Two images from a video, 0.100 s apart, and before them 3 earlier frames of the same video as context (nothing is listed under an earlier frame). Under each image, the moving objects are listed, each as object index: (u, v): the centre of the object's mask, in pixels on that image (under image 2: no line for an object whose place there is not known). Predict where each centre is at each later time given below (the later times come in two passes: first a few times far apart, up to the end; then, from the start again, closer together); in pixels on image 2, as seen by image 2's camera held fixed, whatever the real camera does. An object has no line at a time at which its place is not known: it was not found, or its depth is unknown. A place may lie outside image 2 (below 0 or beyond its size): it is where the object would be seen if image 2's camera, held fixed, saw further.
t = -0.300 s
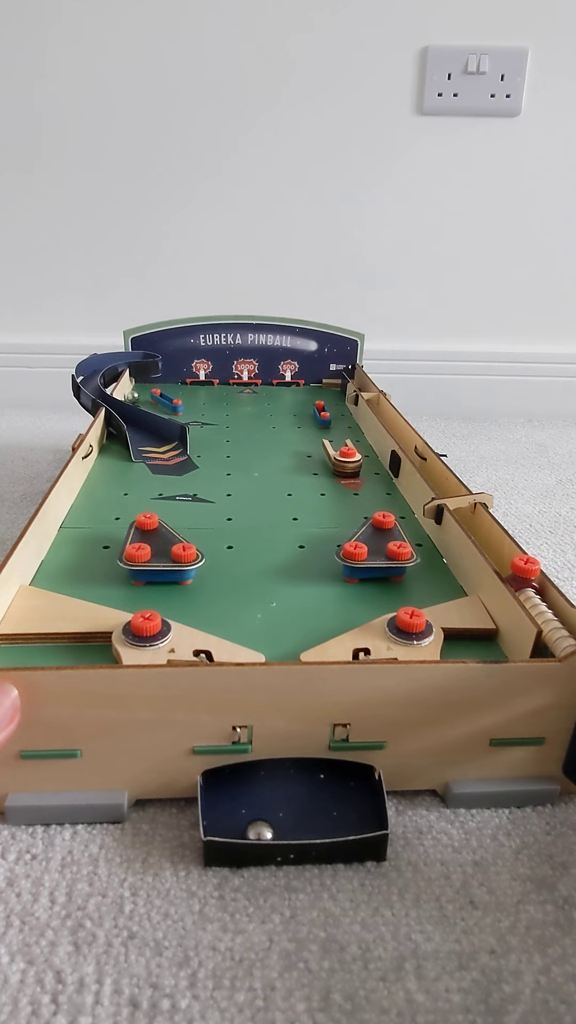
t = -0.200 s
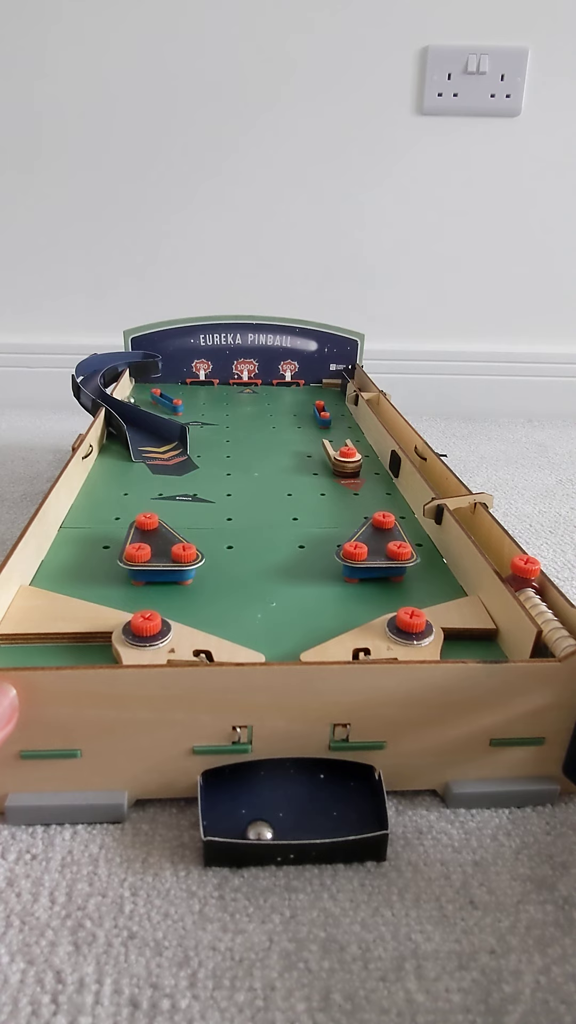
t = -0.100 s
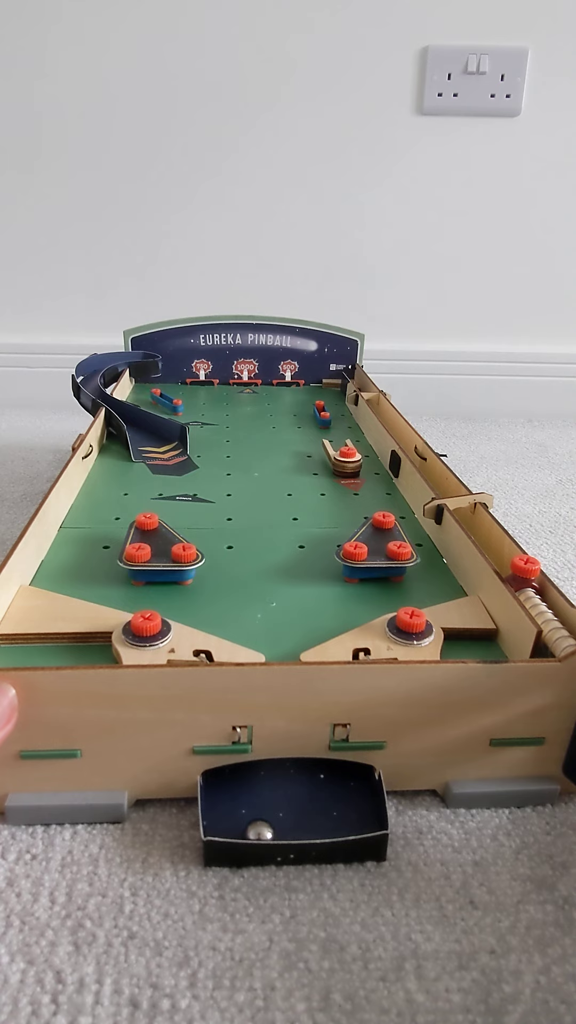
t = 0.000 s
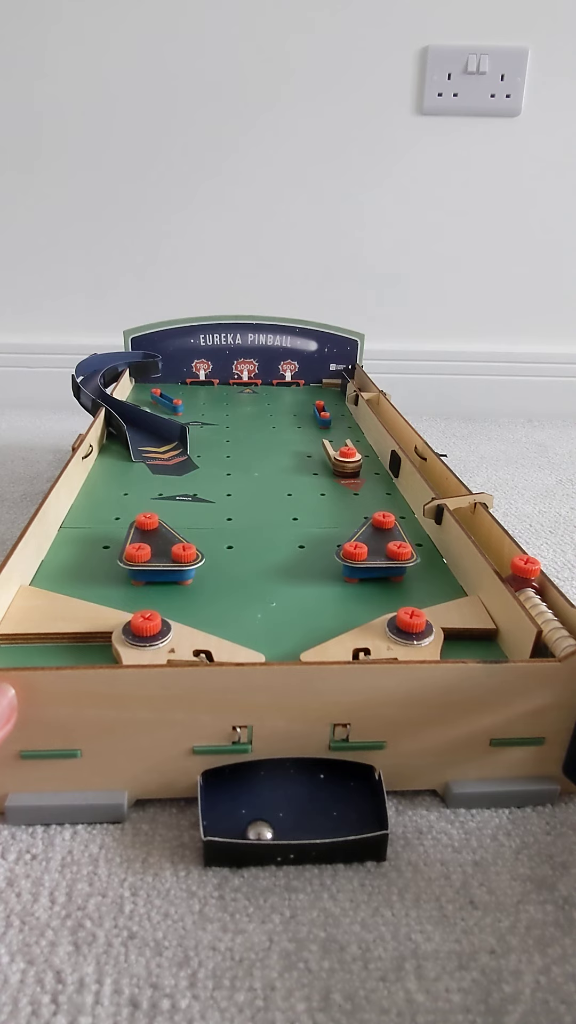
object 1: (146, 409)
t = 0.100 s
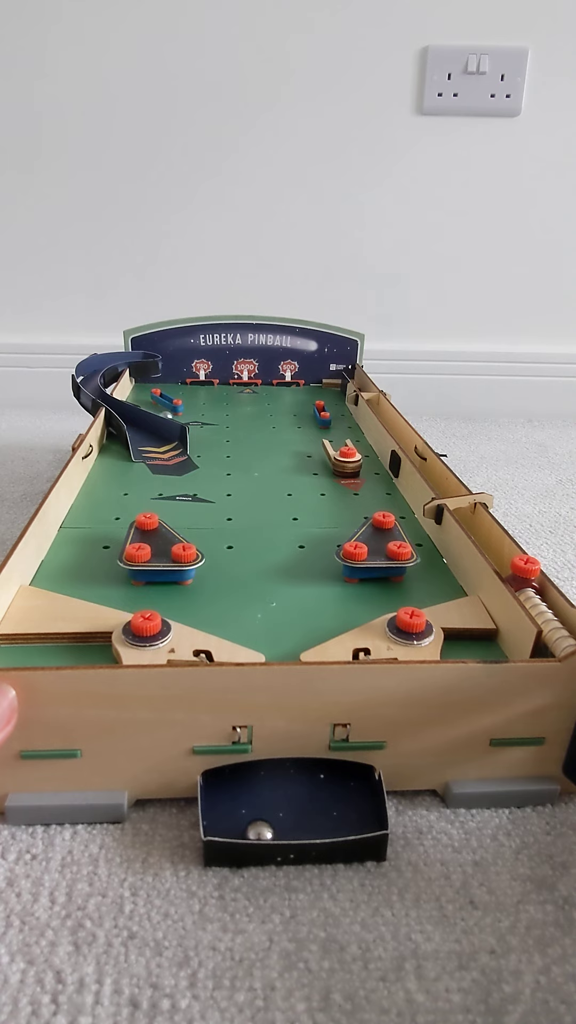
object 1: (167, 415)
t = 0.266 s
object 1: (203, 434)
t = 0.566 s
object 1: (288, 504)
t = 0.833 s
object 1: (204, 562)
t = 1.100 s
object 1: (268, 528)
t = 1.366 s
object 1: (336, 546)
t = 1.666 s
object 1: (230, 591)
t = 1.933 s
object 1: (192, 619)
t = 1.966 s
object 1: (194, 619)
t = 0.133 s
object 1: (174, 417)
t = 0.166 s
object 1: (181, 420)
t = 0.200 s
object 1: (191, 424)
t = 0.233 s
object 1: (196, 429)
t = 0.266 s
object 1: (203, 434)
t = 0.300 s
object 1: (212, 439)
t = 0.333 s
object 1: (220, 444)
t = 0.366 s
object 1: (228, 449)
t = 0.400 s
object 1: (237, 456)
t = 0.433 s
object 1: (246, 463)
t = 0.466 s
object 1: (256, 472)
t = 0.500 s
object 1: (265, 481)
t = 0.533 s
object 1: (276, 491)
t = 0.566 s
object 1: (288, 504)
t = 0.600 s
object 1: (301, 517)
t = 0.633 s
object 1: (316, 533)
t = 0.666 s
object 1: (330, 549)
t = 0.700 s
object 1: (322, 555)
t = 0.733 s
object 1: (287, 557)
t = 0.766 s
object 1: (255, 557)
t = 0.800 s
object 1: (224, 558)
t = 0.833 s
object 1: (204, 562)
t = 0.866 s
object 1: (210, 551)
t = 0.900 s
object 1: (219, 544)
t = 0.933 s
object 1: (227, 539)
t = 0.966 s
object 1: (235, 535)
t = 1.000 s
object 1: (244, 532)
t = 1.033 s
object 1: (252, 530)
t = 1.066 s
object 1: (260, 529)
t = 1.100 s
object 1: (268, 528)
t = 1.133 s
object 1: (276, 528)
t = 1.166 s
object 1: (285, 529)
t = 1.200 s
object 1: (293, 531)
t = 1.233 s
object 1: (302, 533)
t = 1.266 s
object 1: (311, 536)
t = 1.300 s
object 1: (320, 540)
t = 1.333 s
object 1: (330, 544)
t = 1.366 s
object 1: (336, 546)
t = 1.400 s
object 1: (332, 553)
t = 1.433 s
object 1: (321, 554)
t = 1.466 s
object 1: (309, 557)
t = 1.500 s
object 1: (296, 560)
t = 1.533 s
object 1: (284, 564)
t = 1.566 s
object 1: (271, 569)
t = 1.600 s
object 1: (257, 575)
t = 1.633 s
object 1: (244, 582)
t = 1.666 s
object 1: (230, 591)
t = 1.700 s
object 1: (216, 600)
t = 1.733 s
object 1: (200, 613)
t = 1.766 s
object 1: (190, 617)
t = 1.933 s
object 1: (192, 619)
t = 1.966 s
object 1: (194, 619)
